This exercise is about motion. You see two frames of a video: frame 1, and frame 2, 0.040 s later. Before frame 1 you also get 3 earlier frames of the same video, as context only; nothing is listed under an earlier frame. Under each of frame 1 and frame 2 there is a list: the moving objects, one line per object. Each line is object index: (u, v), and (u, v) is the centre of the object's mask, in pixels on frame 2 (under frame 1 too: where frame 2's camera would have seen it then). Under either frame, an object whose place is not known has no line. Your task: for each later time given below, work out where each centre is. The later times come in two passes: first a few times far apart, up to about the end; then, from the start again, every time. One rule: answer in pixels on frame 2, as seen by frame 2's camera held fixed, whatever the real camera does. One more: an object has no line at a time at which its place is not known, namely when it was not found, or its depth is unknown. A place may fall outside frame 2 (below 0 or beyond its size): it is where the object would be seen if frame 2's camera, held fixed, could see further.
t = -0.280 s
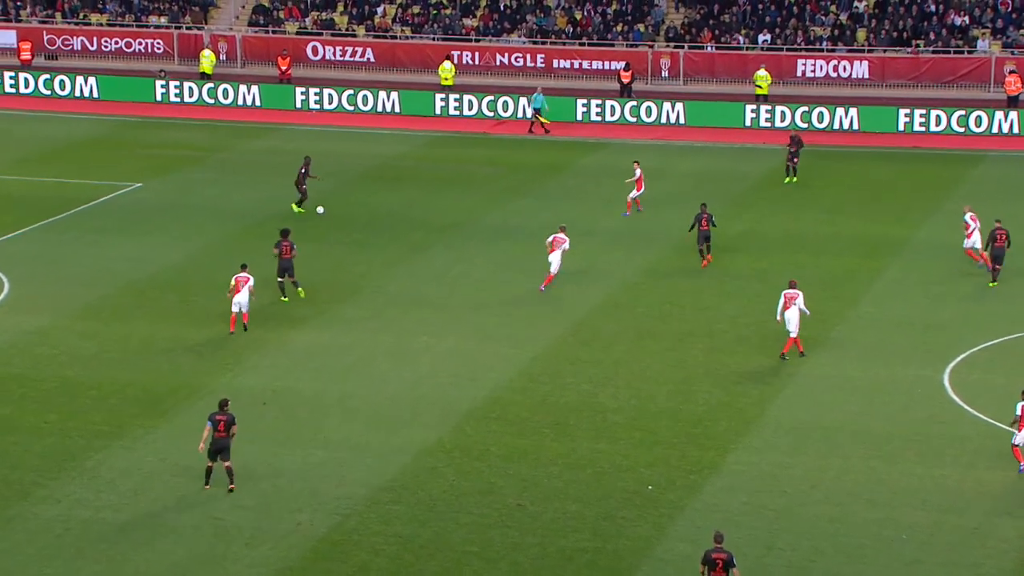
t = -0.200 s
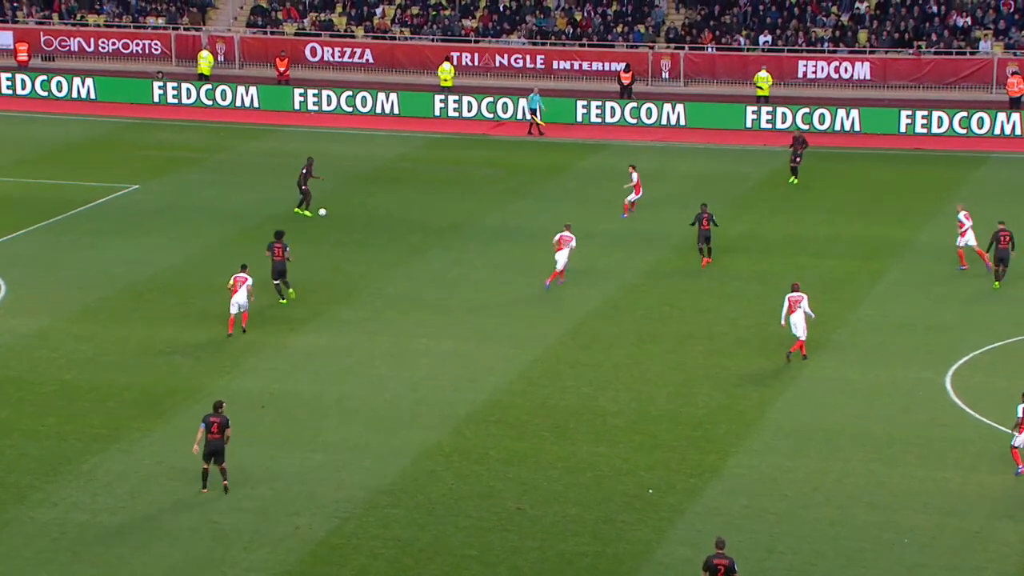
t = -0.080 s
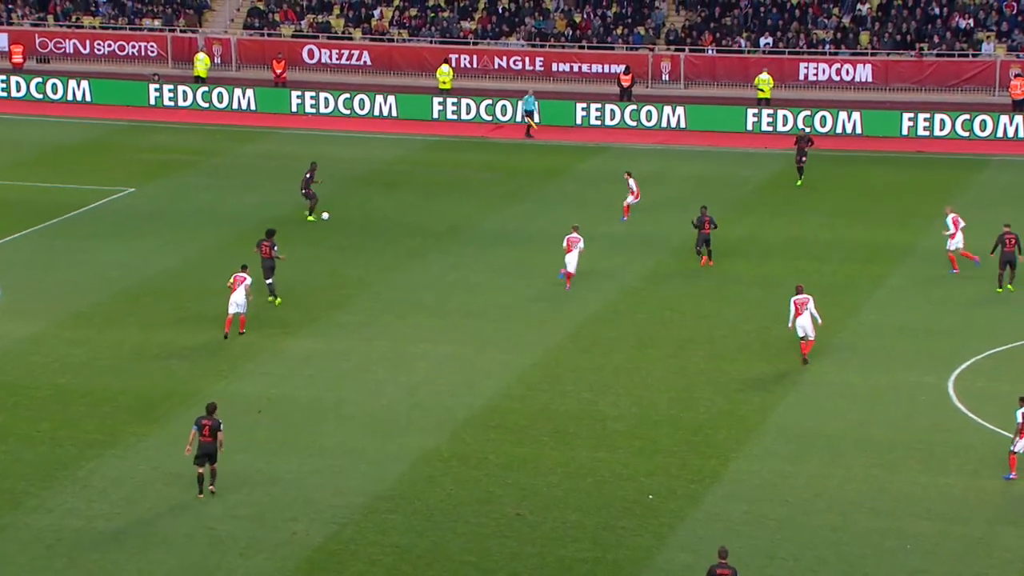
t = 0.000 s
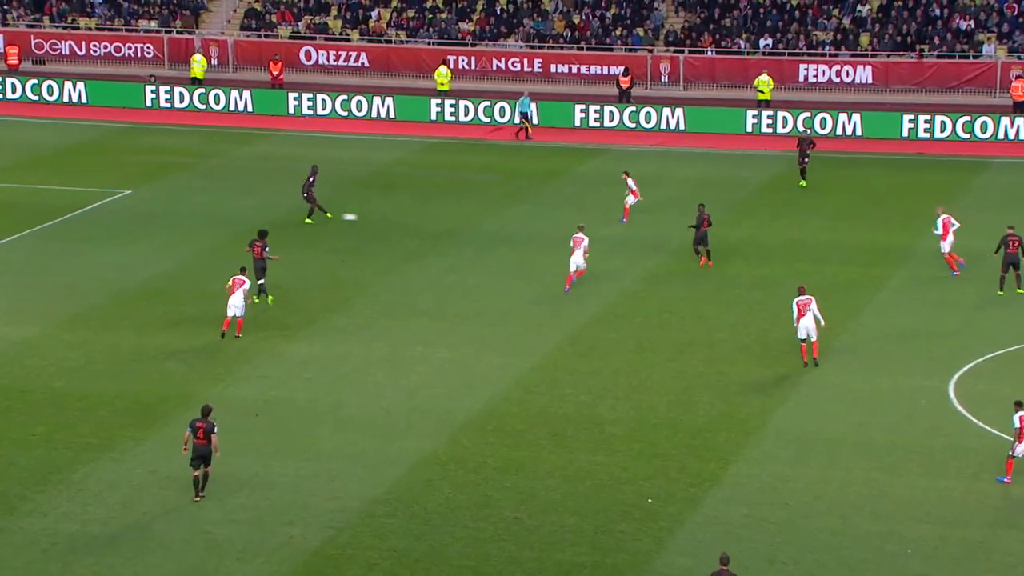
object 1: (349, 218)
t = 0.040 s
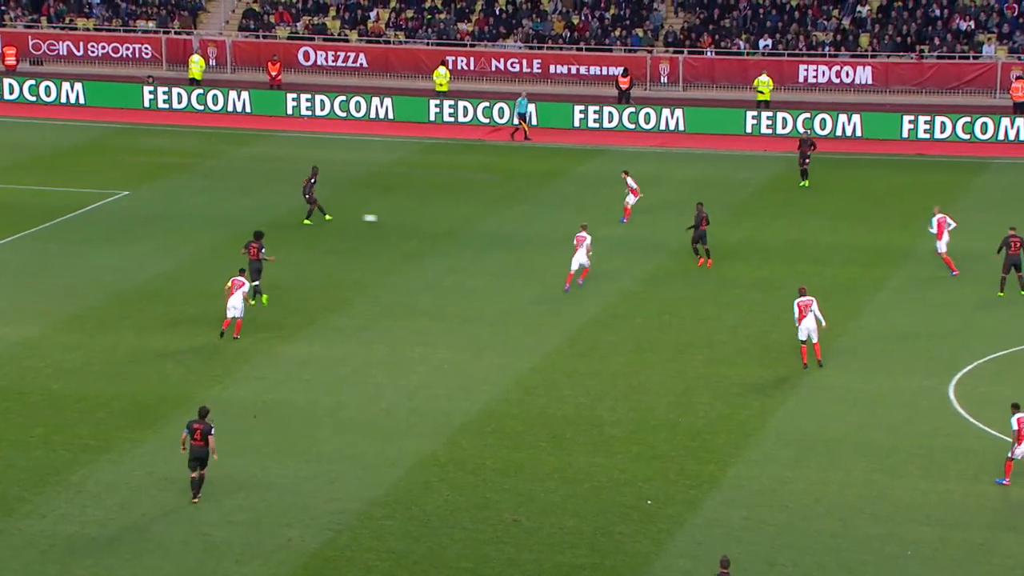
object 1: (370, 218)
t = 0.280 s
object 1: (495, 230)
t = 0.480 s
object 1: (584, 231)
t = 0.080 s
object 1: (391, 218)
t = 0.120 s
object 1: (412, 220)
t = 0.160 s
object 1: (433, 221)
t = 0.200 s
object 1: (454, 224)
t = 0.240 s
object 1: (475, 227)
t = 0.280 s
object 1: (495, 230)
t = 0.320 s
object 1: (513, 229)
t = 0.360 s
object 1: (531, 229)
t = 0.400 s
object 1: (549, 229)
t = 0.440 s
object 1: (567, 230)
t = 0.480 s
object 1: (584, 231)
